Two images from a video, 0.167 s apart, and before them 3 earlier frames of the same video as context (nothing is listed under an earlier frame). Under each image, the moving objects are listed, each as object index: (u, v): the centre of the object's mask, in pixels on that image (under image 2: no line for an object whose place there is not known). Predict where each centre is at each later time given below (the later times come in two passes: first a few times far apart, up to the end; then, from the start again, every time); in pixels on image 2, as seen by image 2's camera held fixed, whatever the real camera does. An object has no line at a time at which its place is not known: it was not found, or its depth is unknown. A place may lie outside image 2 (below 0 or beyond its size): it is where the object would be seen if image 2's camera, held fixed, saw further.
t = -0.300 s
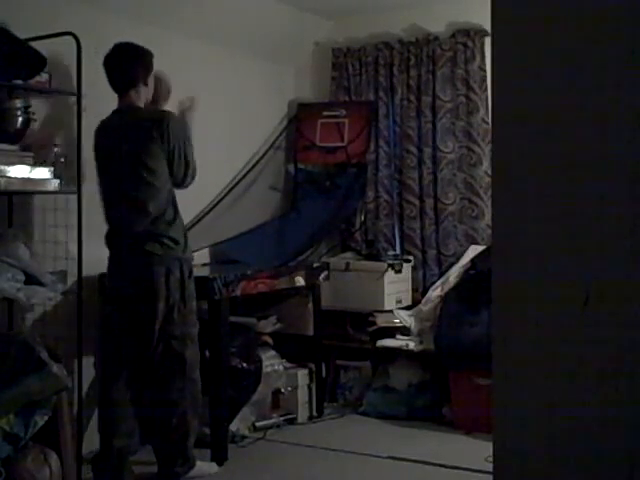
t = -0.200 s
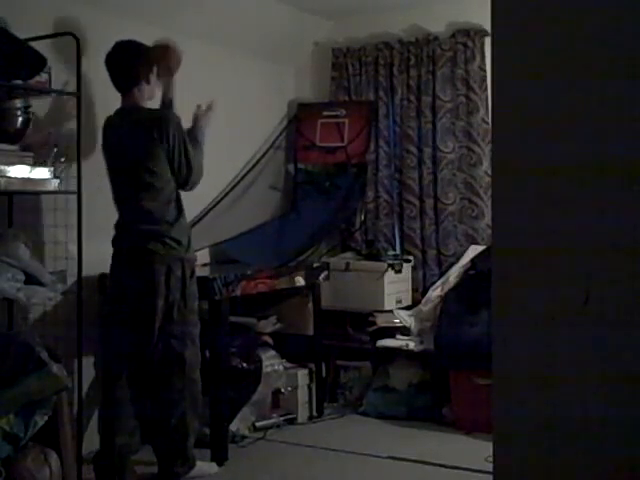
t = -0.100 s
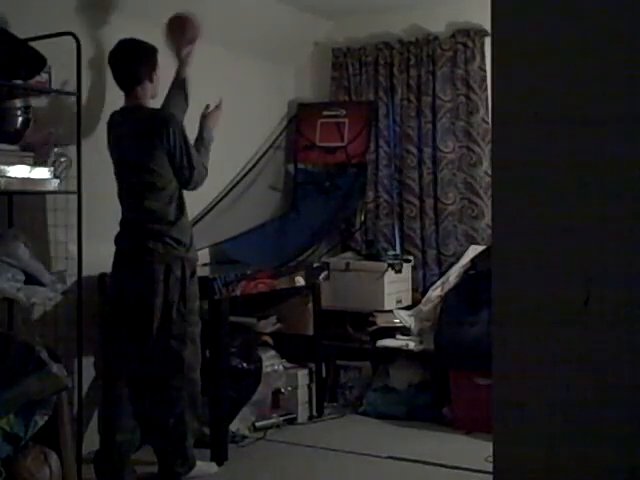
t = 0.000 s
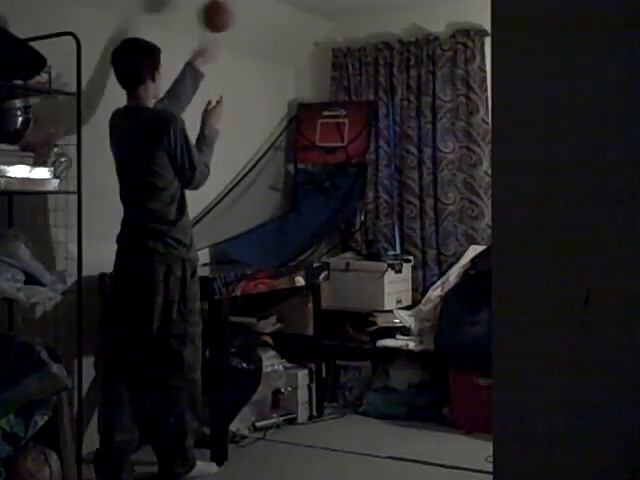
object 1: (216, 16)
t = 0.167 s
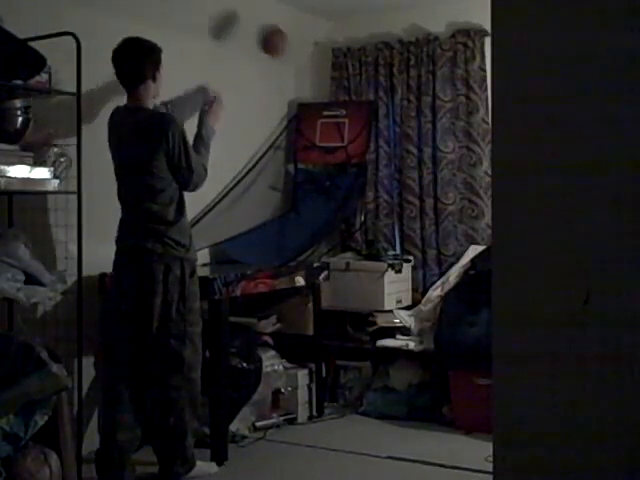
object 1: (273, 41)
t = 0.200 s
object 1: (282, 51)
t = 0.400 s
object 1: (334, 138)
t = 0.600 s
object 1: (298, 133)
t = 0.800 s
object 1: (277, 150)
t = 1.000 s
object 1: (270, 217)
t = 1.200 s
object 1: (298, 244)
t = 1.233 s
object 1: (300, 244)
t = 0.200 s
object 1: (282, 51)
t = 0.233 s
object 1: (291, 62)
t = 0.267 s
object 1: (301, 77)
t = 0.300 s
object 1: (309, 90)
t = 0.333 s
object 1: (321, 103)
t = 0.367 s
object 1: (330, 127)
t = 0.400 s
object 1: (334, 138)
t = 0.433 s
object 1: (331, 137)
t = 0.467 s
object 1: (316, 135)
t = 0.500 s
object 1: (310, 135)
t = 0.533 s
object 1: (306, 132)
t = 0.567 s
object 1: (302, 133)
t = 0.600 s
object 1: (298, 133)
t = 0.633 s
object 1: (292, 133)
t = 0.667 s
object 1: (287, 136)
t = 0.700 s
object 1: (282, 136)
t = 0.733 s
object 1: (281, 139)
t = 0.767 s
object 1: (279, 143)
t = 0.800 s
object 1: (277, 150)
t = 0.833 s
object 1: (276, 157)
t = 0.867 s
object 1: (274, 170)
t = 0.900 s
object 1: (274, 178)
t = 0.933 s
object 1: (272, 193)
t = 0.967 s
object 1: (271, 206)
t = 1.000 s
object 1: (270, 217)
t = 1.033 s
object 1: (273, 221)
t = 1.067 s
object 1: (279, 227)
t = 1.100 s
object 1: (282, 233)
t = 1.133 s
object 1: (288, 238)
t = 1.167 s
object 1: (292, 241)
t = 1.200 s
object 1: (298, 244)
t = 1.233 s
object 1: (300, 244)
